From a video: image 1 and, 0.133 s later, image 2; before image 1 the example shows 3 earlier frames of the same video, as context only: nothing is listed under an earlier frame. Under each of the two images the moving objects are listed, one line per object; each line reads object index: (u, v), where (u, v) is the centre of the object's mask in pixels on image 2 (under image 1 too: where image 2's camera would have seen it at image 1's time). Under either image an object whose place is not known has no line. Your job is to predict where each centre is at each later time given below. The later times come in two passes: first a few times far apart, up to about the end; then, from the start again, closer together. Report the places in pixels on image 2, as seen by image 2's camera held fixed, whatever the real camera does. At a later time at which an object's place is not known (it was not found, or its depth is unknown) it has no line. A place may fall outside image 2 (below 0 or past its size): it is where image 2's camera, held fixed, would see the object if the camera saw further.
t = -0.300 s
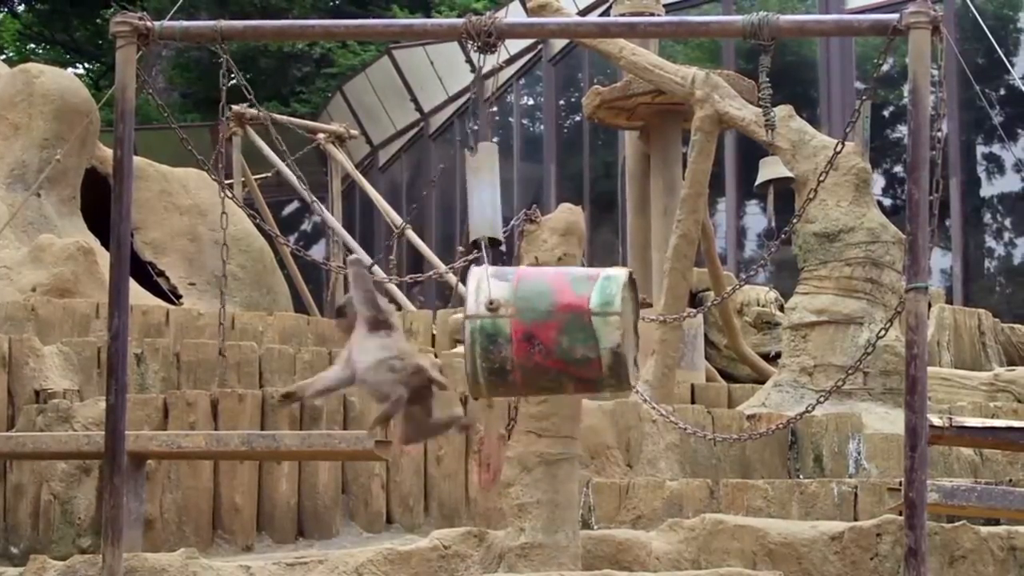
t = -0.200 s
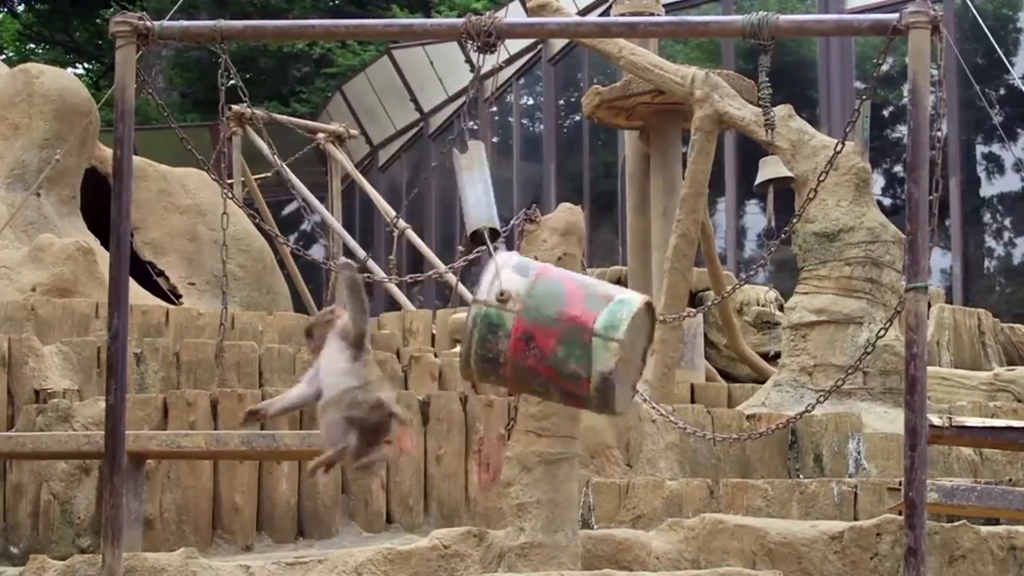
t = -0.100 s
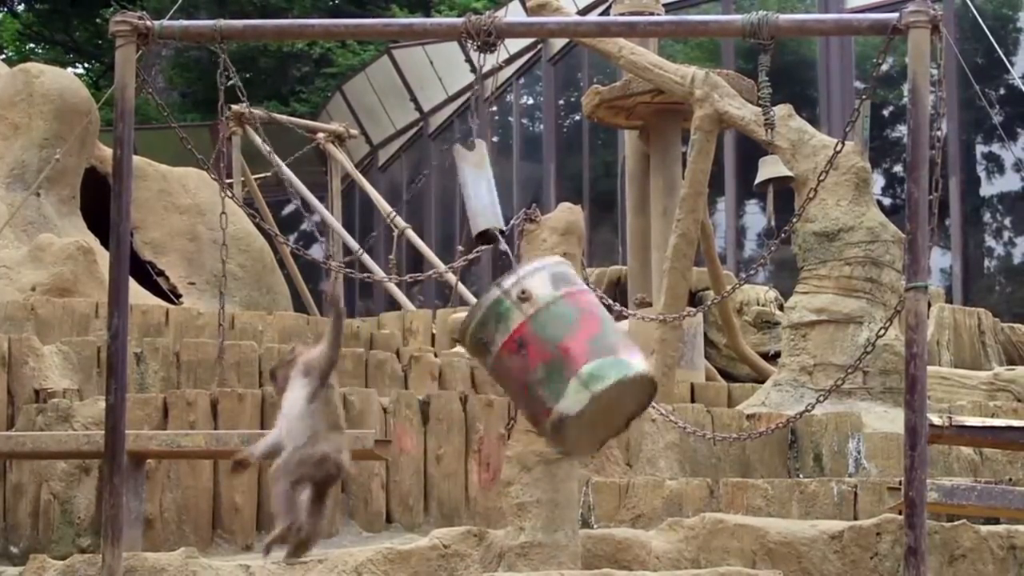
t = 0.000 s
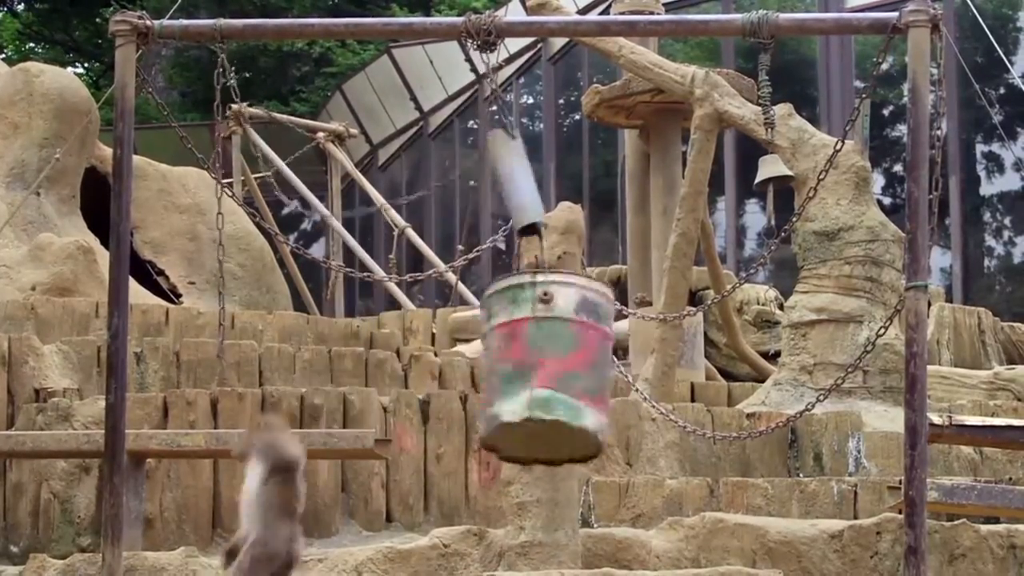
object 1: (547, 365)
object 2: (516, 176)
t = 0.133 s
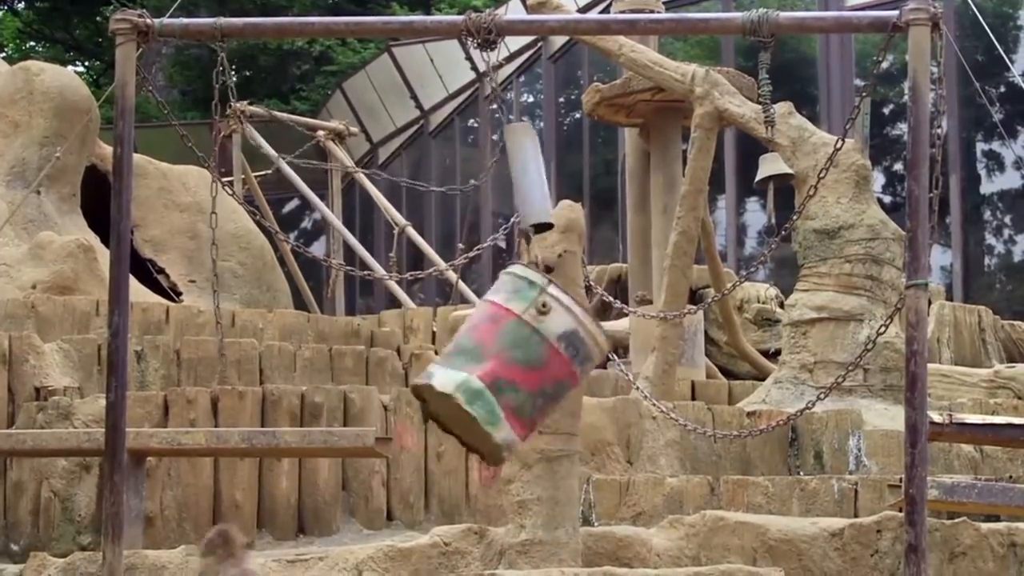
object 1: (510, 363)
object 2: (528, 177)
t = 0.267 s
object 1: (460, 376)
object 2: (492, 190)
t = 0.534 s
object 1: (375, 372)
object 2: (424, 183)
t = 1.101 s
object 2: (496, 200)
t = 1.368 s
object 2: (501, 181)
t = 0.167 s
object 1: (499, 365)
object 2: (520, 182)
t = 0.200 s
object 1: (486, 368)
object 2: (510, 185)
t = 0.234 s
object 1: (474, 371)
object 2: (500, 188)
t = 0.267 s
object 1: (460, 376)
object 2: (492, 190)
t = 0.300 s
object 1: (445, 381)
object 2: (486, 192)
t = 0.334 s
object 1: (430, 385)
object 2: (480, 192)
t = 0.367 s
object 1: (416, 387)
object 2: (473, 194)
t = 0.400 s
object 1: (404, 386)
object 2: (464, 193)
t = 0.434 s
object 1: (392, 383)
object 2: (454, 191)
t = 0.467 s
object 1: (385, 379)
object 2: (442, 188)
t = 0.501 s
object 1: (379, 375)
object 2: (432, 186)
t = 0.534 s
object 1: (375, 372)
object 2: (424, 183)
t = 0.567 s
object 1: (372, 370)
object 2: (420, 181)
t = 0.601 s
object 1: (371, 371)
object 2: (419, 181)
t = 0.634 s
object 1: (371, 372)
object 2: (421, 183)
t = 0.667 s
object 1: (372, 373)
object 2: (424, 185)
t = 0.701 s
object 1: (376, 377)
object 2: (429, 188)
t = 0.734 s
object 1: (381, 380)
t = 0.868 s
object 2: (465, 198)
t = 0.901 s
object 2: (472, 200)
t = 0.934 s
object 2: (480, 201)
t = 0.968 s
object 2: (487, 201)
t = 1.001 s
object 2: (492, 201)
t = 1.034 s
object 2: (495, 201)
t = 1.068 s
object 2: (496, 201)
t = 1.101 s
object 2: (496, 200)
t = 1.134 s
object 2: (497, 199)
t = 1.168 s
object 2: (498, 197)
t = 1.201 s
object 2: (499, 196)
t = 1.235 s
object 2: (499, 193)
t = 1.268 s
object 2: (499, 191)
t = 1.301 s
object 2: (501, 186)
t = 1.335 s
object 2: (500, 184)
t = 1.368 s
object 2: (501, 181)
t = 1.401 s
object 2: (500, 179)
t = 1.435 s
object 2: (499, 178)
